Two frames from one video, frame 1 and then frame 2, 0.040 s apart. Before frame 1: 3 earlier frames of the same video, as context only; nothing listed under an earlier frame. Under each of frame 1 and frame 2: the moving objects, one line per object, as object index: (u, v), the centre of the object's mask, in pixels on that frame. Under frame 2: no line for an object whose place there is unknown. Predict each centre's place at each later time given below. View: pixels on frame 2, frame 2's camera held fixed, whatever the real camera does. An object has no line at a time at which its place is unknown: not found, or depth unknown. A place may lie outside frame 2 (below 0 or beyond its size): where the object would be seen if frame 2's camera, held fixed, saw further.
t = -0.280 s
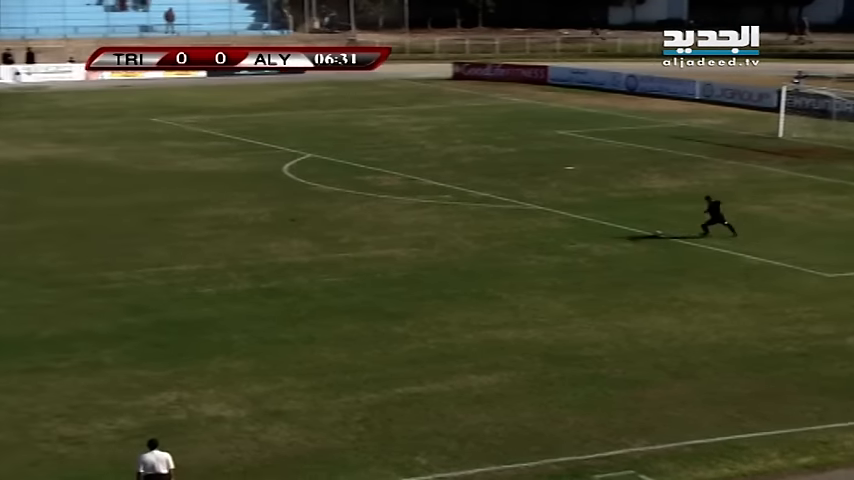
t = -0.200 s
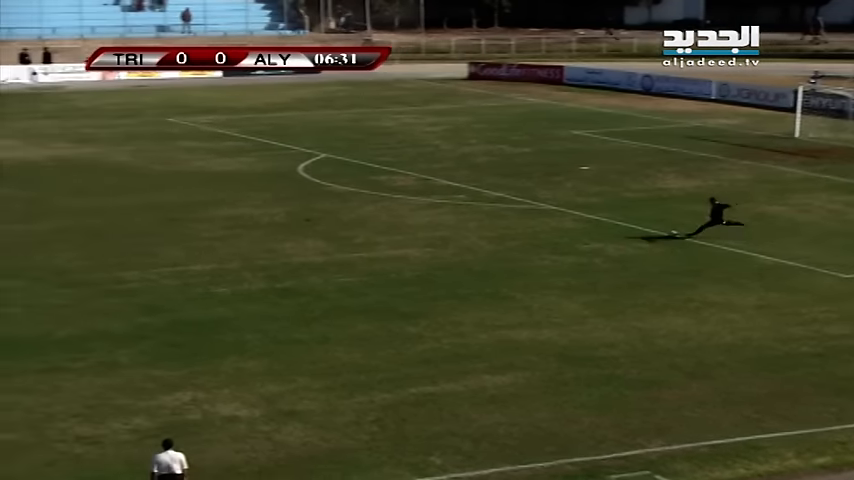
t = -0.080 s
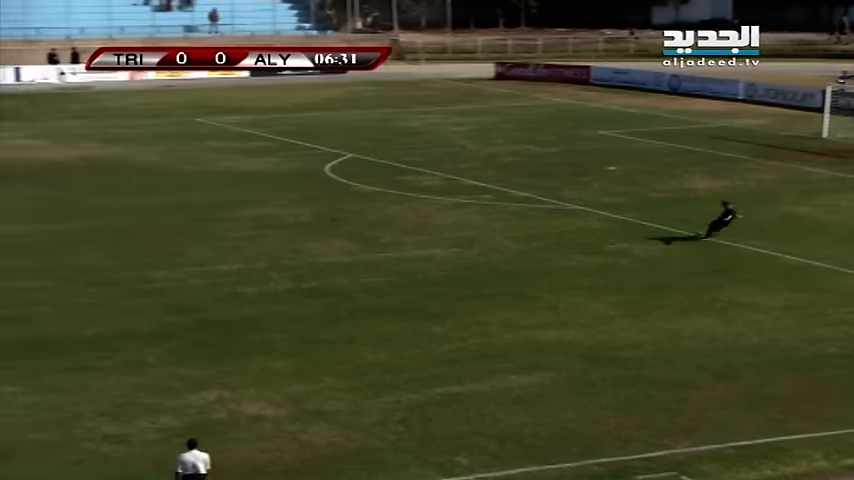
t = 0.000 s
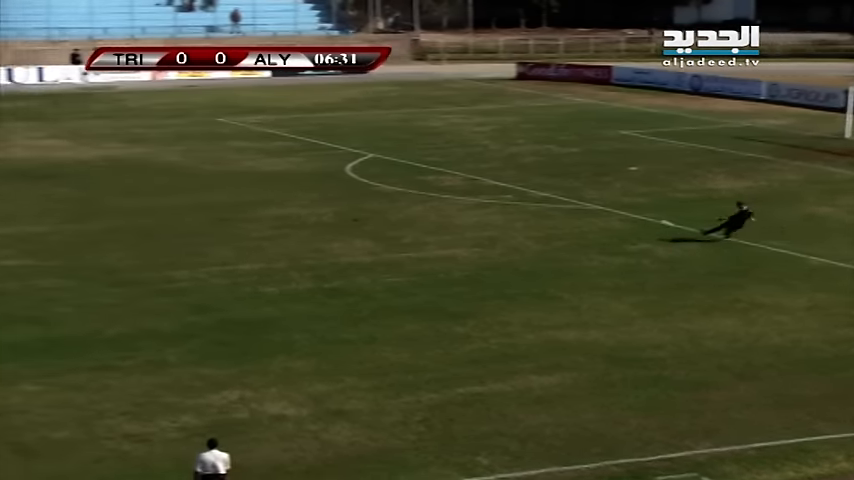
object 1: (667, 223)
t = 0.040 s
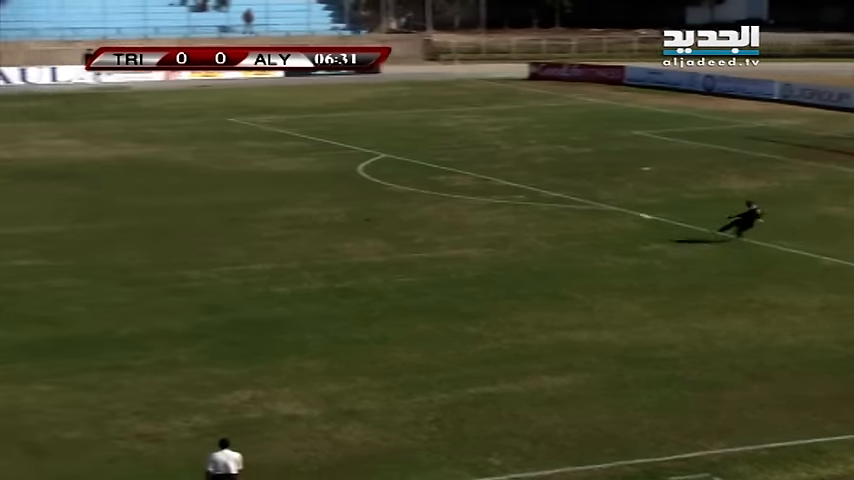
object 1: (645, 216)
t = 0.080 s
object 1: (609, 208)
